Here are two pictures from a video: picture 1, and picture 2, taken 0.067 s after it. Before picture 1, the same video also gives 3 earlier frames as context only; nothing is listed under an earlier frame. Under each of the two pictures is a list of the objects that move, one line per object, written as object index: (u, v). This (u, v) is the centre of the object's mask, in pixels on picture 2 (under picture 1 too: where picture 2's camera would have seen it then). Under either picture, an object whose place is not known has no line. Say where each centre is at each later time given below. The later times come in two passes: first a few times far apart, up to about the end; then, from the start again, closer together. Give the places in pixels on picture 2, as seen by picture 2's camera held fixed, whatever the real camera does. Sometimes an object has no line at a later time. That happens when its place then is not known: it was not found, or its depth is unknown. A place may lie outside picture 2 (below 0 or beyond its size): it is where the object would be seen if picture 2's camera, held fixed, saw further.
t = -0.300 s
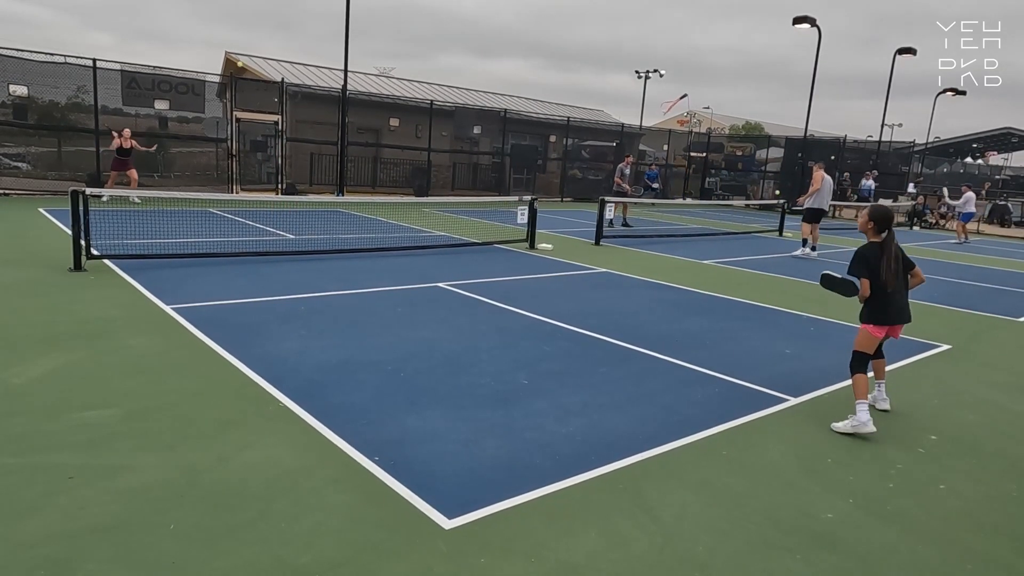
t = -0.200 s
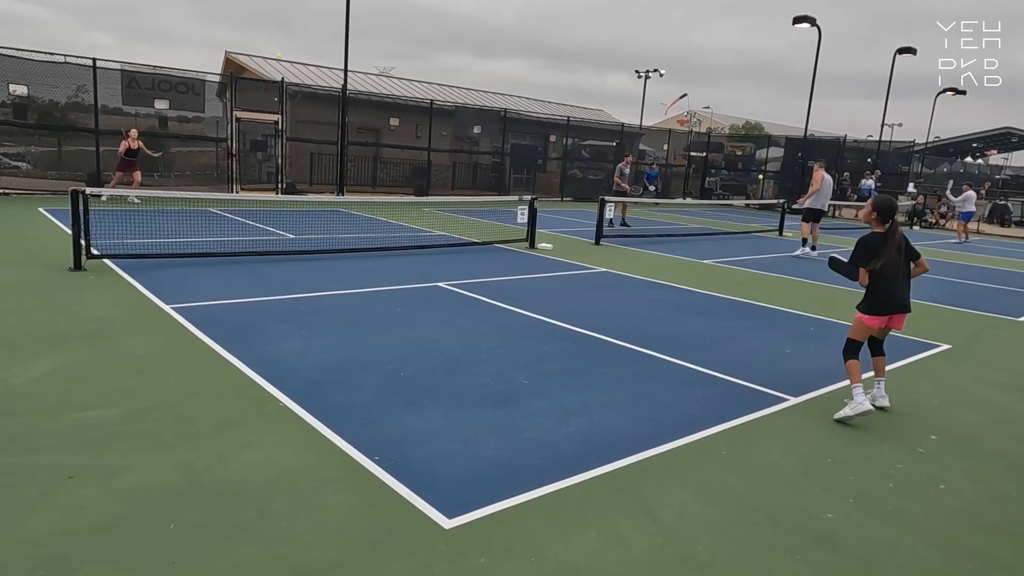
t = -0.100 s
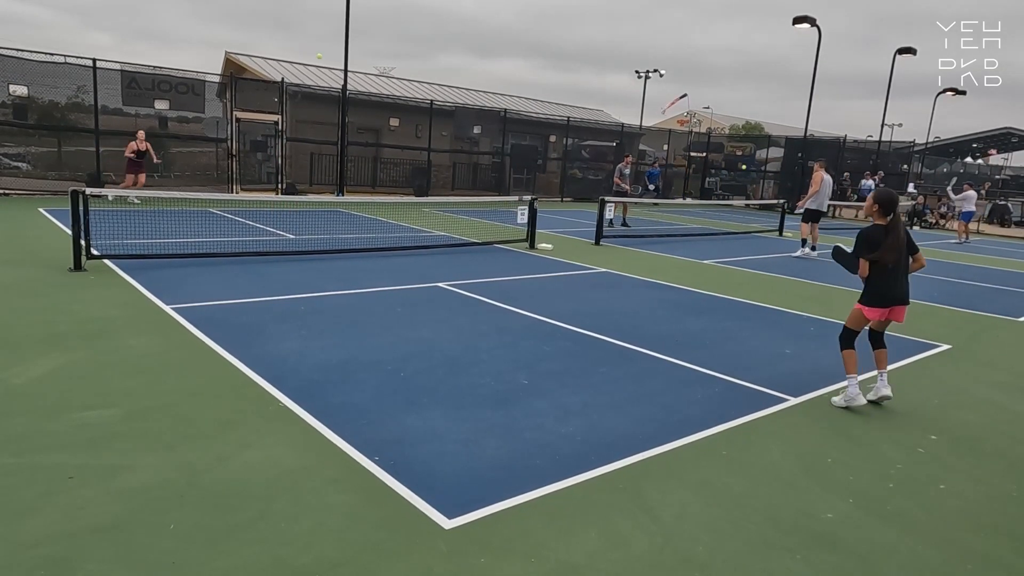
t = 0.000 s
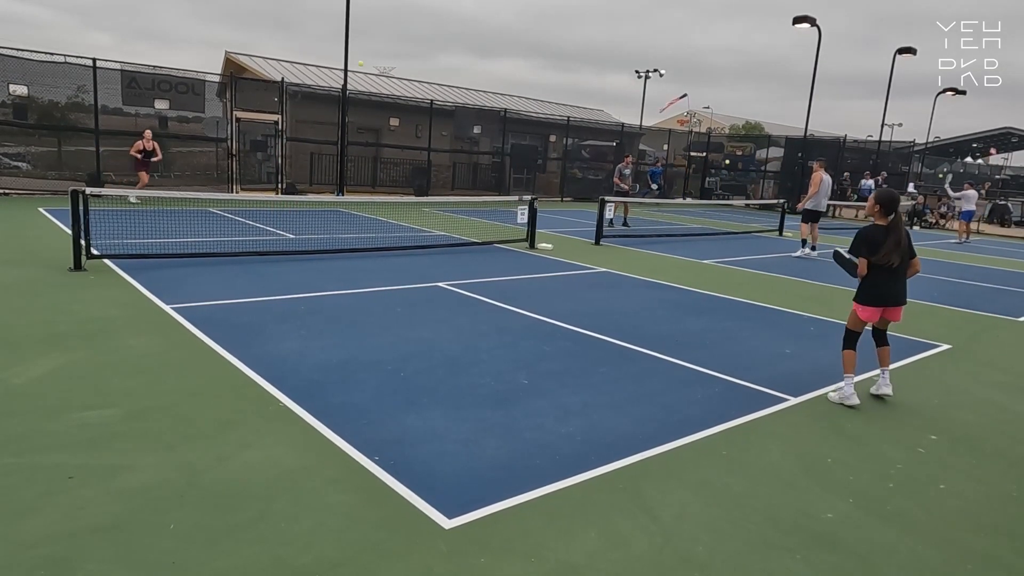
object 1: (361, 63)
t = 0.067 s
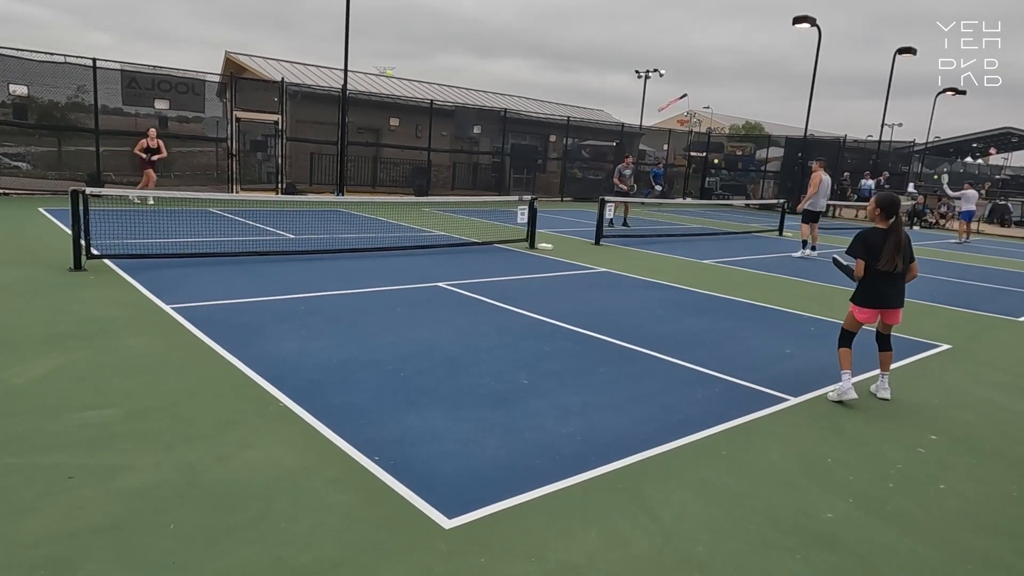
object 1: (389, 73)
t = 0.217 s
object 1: (453, 110)
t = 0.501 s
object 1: (576, 242)
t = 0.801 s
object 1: (691, 259)
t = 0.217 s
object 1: (453, 110)
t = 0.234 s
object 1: (460, 115)
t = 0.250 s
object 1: (468, 121)
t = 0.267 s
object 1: (475, 128)
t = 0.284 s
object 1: (482, 133)
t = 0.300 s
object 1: (489, 140)
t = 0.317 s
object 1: (497, 147)
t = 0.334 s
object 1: (504, 154)
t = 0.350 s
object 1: (511, 162)
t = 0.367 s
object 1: (519, 170)
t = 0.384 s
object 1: (526, 177)
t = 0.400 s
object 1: (533, 186)
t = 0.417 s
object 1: (541, 194)
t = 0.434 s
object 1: (548, 203)
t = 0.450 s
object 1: (555, 212)
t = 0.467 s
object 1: (562, 221)
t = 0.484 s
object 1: (569, 231)
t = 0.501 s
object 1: (576, 242)
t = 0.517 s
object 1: (584, 252)
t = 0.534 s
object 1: (591, 263)
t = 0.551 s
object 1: (598, 273)
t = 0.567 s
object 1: (605, 285)
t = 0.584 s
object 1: (612, 296)
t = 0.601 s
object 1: (619, 307)
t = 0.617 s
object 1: (625, 308)
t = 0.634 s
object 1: (631, 302)
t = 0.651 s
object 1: (637, 297)
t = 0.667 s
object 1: (643, 292)
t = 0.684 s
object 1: (648, 287)
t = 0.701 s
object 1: (654, 282)
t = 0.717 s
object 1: (661, 278)
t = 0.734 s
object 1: (667, 274)
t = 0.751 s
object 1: (673, 269)
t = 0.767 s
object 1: (678, 266)
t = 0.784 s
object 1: (684, 262)
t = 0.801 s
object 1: (691, 259)
